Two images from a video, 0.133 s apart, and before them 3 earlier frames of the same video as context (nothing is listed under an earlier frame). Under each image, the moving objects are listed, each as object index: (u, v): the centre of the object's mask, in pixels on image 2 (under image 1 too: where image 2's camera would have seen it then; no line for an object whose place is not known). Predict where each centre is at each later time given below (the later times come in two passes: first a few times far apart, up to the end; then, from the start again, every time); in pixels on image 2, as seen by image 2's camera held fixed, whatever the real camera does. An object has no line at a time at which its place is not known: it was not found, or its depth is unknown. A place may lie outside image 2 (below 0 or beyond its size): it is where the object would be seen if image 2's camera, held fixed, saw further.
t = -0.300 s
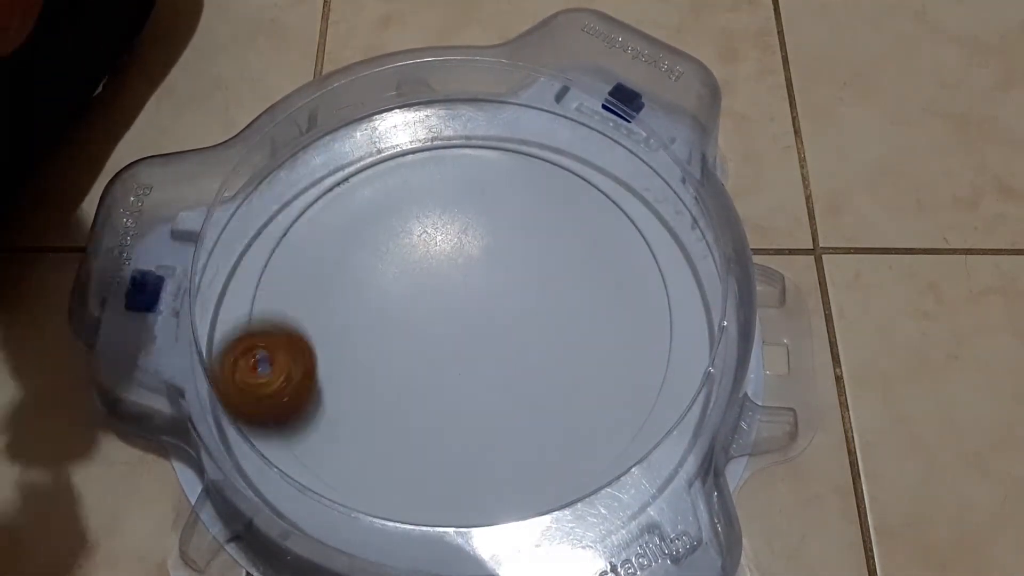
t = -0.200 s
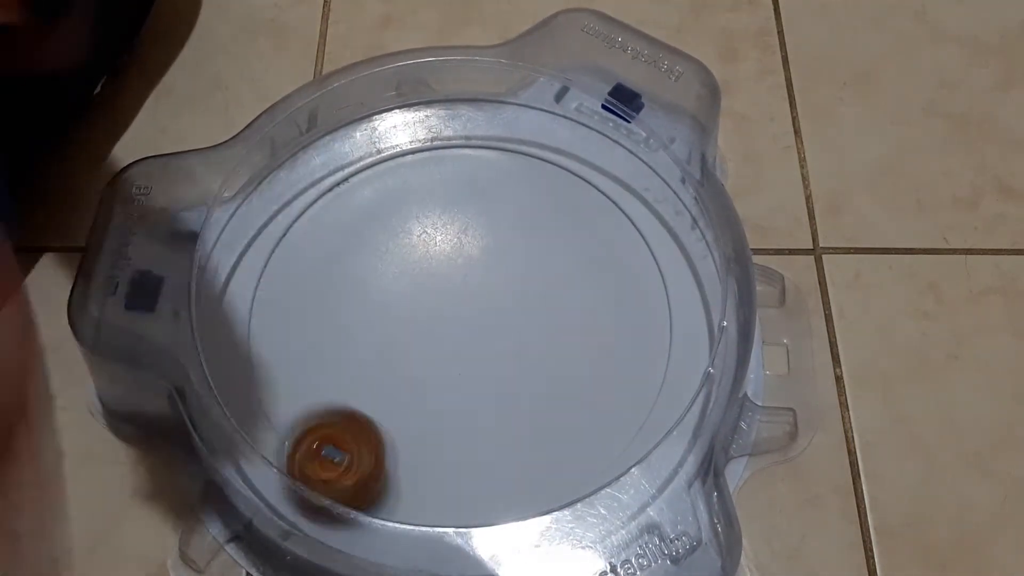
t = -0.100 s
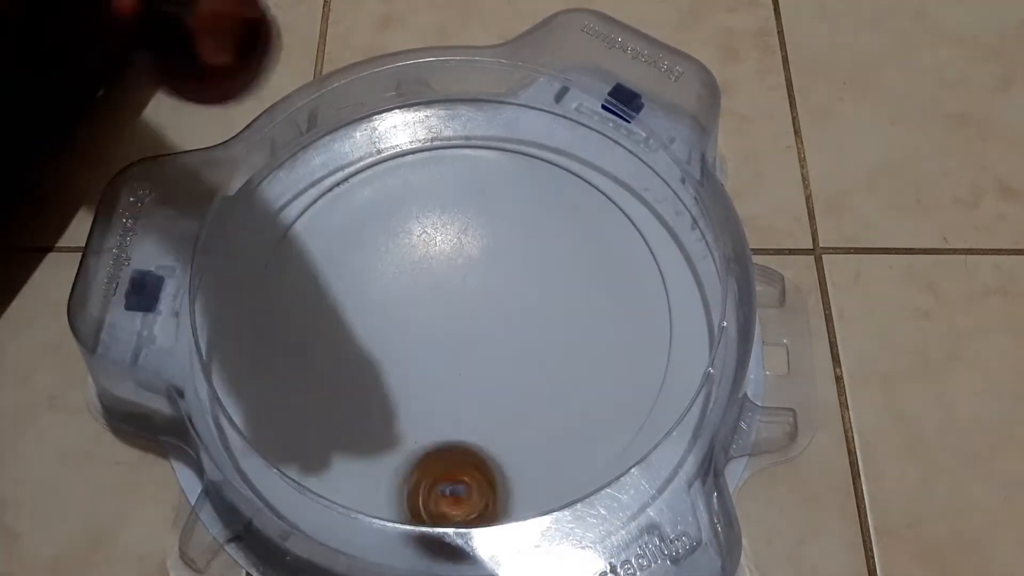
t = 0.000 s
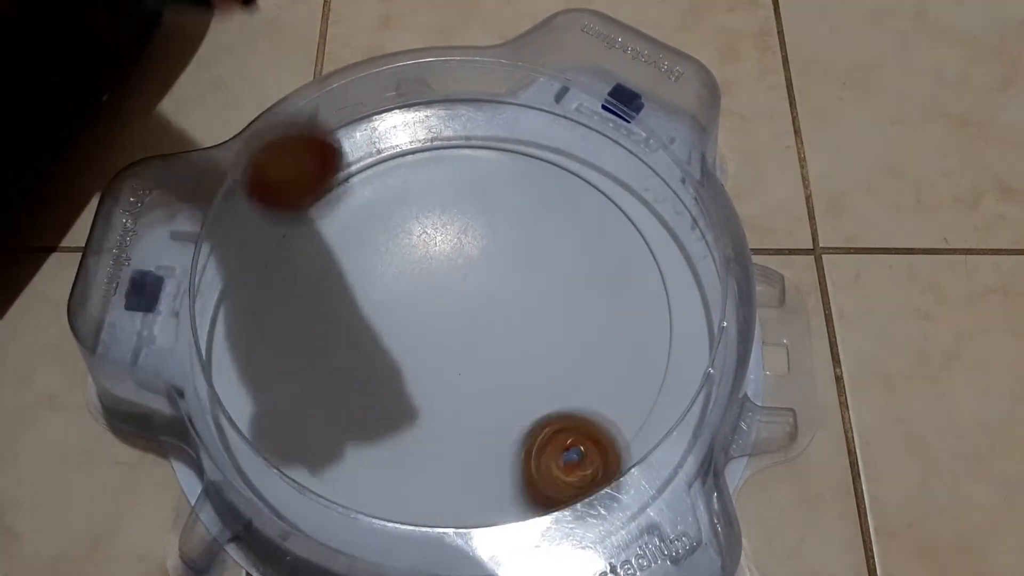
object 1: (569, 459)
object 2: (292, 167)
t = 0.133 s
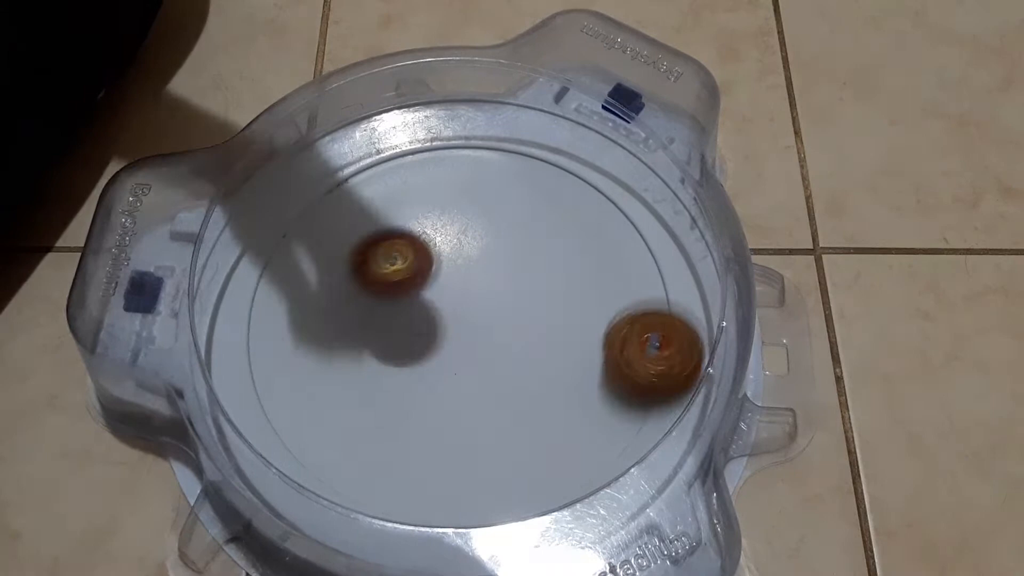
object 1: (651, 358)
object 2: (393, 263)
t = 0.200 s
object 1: (652, 294)
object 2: (450, 300)
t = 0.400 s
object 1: (522, 164)
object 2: (556, 314)
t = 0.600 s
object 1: (328, 202)
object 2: (540, 294)
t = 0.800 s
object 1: (268, 384)
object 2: (476, 271)
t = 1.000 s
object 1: (448, 489)
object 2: (413, 296)
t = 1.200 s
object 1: (636, 397)
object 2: (388, 340)
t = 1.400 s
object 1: (621, 233)
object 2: (407, 382)
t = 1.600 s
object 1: (457, 160)
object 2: (455, 389)
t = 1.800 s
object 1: (288, 247)
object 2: (494, 356)
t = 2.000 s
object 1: (292, 424)
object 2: (497, 316)
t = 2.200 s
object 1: (488, 485)
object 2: (471, 285)
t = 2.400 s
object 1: (645, 378)
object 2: (438, 280)
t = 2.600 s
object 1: (605, 222)
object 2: (418, 299)
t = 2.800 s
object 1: (438, 166)
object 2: (420, 326)
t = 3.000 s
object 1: (288, 258)
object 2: (446, 347)
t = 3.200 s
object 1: (301, 422)
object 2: (478, 351)
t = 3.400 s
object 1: (487, 480)
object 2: (501, 341)
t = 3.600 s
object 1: (628, 370)
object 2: (505, 326)
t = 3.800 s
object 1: (580, 225)
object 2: (492, 315)
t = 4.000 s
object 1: (421, 188)
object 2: (470, 313)
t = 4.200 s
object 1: (296, 285)
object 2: (448, 322)
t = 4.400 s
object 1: (340, 437)
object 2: (434, 337)
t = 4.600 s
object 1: (527, 458)
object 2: (436, 351)
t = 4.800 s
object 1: (622, 324)
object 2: (446, 354)
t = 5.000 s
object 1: (536, 203)
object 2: (460, 346)
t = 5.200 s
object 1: (378, 204)
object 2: (468, 329)
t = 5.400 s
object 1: (288, 326)
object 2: (470, 315)
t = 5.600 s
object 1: (385, 456)
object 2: (468, 306)
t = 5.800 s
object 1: (563, 430)
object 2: (464, 305)
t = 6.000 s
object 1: (615, 289)
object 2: (462, 309)
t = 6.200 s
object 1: (510, 194)
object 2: (461, 317)
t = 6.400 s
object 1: (361, 221)
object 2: (462, 328)
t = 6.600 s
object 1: (306, 357)
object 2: (464, 336)
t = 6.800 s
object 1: (426, 458)
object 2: (464, 340)
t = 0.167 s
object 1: (655, 326)
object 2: (419, 262)
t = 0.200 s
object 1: (652, 294)
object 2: (450, 300)
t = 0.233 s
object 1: (644, 265)
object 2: (475, 304)
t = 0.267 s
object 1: (629, 238)
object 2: (494, 305)
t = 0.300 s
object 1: (609, 213)
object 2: (513, 306)
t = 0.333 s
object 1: (584, 192)
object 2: (531, 310)
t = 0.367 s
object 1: (554, 175)
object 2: (545, 312)
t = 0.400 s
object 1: (522, 164)
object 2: (556, 314)
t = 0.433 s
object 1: (490, 156)
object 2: (562, 315)
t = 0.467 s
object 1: (455, 155)
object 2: (564, 314)
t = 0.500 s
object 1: (421, 160)
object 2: (562, 311)
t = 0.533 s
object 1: (387, 170)
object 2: (556, 307)
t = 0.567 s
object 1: (356, 184)
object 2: (549, 301)
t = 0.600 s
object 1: (328, 202)
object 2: (540, 294)
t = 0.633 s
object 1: (303, 226)
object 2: (531, 287)
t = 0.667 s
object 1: (284, 251)
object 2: (521, 281)
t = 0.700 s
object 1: (271, 282)
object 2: (510, 276)
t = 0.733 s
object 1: (262, 315)
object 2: (499, 273)
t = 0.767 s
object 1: (259, 347)
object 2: (488, 271)
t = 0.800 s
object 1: (268, 384)
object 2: (476, 271)
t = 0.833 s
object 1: (285, 412)
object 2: (464, 272)
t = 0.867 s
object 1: (306, 440)
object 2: (453, 274)
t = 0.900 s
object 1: (335, 465)
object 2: (441, 278)
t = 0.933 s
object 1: (370, 483)
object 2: (431, 283)
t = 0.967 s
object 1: (408, 497)
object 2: (421, 289)
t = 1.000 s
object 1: (448, 489)
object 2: (413, 296)
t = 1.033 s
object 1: (487, 485)
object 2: (405, 303)
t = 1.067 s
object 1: (526, 477)
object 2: (398, 310)
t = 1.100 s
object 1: (560, 463)
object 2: (393, 317)
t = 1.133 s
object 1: (591, 444)
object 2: (390, 324)
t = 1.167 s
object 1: (616, 422)
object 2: (388, 332)
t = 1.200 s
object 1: (636, 397)
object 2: (388, 340)
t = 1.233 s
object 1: (650, 370)
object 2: (388, 348)
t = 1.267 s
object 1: (656, 341)
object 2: (389, 356)
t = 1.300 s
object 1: (655, 312)
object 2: (392, 363)
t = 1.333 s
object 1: (649, 283)
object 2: (396, 371)
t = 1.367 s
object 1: (637, 256)
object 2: (401, 377)
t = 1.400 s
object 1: (621, 233)
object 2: (407, 382)
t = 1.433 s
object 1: (601, 212)
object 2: (414, 386)
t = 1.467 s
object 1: (577, 192)
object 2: (422, 389)
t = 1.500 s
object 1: (551, 179)
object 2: (430, 392)
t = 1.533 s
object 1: (520, 167)
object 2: (438, 392)
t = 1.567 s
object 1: (488, 161)
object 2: (446, 391)
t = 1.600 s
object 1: (457, 160)
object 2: (455, 389)
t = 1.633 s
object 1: (424, 164)
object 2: (464, 385)
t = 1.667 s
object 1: (391, 172)
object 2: (472, 381)
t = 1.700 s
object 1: (361, 185)
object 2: (479, 375)
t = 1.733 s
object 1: (332, 202)
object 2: (485, 369)
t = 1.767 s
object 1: (308, 222)
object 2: (490, 363)
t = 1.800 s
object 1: (288, 247)
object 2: (494, 356)
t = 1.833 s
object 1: (272, 276)
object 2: (497, 349)
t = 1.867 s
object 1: (262, 304)
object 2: (498, 342)
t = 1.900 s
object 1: (259, 335)
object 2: (499, 335)
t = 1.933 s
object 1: (263, 369)
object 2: (499, 329)
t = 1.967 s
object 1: (275, 397)
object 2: (499, 322)
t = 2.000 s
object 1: (292, 424)
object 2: (497, 316)
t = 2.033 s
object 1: (316, 451)
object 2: (494, 309)
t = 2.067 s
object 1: (345, 473)
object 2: (491, 303)
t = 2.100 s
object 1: (379, 487)
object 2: (486, 297)
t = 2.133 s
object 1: (415, 498)
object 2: (482, 293)
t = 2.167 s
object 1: (453, 488)
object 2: (477, 288)
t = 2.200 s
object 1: (488, 485)
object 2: (471, 285)
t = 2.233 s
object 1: (526, 477)
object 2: (465, 282)
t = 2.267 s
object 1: (558, 464)
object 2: (460, 280)
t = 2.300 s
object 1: (586, 447)
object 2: (454, 279)
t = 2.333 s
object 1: (611, 425)
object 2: (448, 279)
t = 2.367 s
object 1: (630, 403)
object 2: (443, 279)
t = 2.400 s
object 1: (645, 378)
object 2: (438, 280)
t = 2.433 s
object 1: (653, 350)
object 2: (433, 283)
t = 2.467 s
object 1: (653, 321)
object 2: (429, 285)
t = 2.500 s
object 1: (648, 292)
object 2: (425, 288)
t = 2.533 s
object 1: (638, 266)
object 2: (422, 292)
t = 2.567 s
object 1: (624, 243)
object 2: (420, 295)
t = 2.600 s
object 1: (605, 222)
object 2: (418, 299)
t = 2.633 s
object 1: (583, 203)
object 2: (416, 303)
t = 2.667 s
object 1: (558, 187)
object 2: (416, 307)
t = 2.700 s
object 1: (531, 175)
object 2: (416, 312)
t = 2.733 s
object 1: (500, 168)
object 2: (416, 316)
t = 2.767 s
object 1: (469, 165)
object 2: (418, 321)
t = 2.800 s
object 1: (438, 166)
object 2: (420, 326)
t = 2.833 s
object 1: (408, 172)
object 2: (424, 330)
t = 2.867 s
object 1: (377, 183)
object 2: (427, 334)
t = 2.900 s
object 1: (350, 196)
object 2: (431, 337)
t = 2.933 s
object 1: (325, 212)
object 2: (436, 341)
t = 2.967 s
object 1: (306, 234)
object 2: (441, 344)
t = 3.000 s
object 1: (288, 258)
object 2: (446, 347)
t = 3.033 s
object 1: (275, 285)
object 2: (451, 349)
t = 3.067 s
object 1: (268, 312)
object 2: (457, 351)
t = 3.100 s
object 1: (268, 343)
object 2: (462, 351)
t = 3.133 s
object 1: (273, 372)
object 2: (468, 352)
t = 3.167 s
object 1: (284, 398)
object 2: (473, 352)
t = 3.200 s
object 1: (301, 422)
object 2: (478, 351)
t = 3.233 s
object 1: (323, 445)
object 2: (483, 350)
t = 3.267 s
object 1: (352, 462)
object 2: (487, 349)
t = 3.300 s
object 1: (383, 474)
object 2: (492, 348)
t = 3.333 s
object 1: (415, 481)
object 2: (495, 346)
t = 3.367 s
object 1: (450, 482)
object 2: (499, 344)
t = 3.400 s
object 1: (487, 480)
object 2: (501, 341)
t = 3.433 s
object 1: (520, 472)
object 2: (504, 339)
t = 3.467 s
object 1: (551, 459)
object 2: (505, 336)
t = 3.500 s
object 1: (577, 442)
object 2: (506, 334)
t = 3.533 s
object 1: (601, 418)
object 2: (506, 331)
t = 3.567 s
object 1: (617, 395)
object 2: (506, 329)
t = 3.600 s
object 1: (628, 370)
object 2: (505, 326)
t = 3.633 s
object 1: (633, 343)
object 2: (504, 324)
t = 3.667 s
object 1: (633, 316)
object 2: (502, 321)
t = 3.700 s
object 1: (626, 290)
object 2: (500, 320)
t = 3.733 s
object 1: (615, 265)
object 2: (497, 318)
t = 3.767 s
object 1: (599, 243)
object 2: (494, 317)
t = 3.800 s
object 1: (580, 225)
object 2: (492, 315)
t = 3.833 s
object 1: (558, 210)
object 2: (488, 314)
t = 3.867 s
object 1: (532, 197)
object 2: (485, 314)
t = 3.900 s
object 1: (506, 188)
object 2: (481, 313)
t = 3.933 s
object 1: (477, 184)
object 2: (478, 312)
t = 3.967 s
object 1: (450, 184)
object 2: (474, 312)
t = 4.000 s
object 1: (421, 188)
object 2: (470, 313)
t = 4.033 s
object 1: (394, 196)
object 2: (466, 314)
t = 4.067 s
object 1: (368, 208)
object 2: (462, 315)
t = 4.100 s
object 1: (345, 223)
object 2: (458, 316)
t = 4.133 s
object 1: (325, 240)
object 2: (455, 318)
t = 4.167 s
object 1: (308, 262)
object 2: (451, 320)
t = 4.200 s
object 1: (296, 285)
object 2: (448, 322)
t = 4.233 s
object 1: (288, 313)
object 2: (445, 324)
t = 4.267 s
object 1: (286, 340)
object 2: (441, 326)
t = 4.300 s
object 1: (291, 367)
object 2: (439, 329)
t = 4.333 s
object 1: (302, 392)
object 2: (437, 332)
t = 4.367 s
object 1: (318, 415)
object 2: (435, 334)
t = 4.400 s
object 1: (340, 437)
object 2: (434, 337)
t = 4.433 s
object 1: (367, 455)
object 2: (433, 340)
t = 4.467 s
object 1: (396, 466)
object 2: (433, 343)
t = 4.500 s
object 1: (428, 472)
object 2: (433, 345)
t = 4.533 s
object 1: (462, 472)
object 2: (434, 348)
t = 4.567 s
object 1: (494, 467)
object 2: (435, 350)
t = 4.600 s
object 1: (527, 458)
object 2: (436, 351)
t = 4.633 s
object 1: (555, 444)
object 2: (437, 352)
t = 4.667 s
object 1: (578, 424)
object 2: (439, 353)
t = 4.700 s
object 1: (598, 401)
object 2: (440, 354)
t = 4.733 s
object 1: (611, 377)
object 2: (442, 354)
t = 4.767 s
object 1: (620, 351)
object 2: (444, 354)
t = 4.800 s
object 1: (622, 324)
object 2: (446, 354)
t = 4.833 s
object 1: (618, 297)
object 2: (448, 353)
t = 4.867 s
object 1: (609, 273)
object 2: (450, 352)
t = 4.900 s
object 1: (596, 252)
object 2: (452, 351)
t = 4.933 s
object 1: (579, 232)
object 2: (455, 349)
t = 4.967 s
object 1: (559, 216)
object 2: (457, 348)
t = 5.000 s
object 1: (536, 203)
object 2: (460, 346)
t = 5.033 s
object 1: (512, 193)
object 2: (461, 343)
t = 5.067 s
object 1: (485, 187)
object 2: (463, 341)
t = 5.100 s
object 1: (458, 186)
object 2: (464, 338)
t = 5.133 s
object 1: (430, 188)
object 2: (466, 335)
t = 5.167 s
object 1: (403, 194)
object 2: (467, 332)
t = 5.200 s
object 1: (378, 204)
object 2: (468, 329)
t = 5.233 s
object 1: (356, 217)
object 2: (469, 327)
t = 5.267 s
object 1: (335, 233)
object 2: (469, 324)
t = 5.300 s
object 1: (317, 253)
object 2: (469, 322)
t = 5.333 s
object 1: (302, 275)
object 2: (470, 319)
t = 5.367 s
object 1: (292, 300)
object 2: (470, 317)
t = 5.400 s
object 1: (288, 326)
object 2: (470, 315)
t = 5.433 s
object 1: (291, 352)
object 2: (469, 312)
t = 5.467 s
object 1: (299, 378)
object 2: (469, 311)
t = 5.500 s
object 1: (313, 401)
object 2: (469, 309)
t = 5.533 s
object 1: (333, 423)
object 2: (469, 308)
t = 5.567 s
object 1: (357, 443)
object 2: (468, 307)
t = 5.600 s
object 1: (385, 456)
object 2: (468, 306)
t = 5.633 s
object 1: (414, 465)
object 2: (467, 306)
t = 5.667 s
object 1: (446, 467)
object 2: (467, 305)
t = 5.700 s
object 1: (478, 466)
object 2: (466, 305)
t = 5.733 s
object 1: (510, 457)
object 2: (465, 305)
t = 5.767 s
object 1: (538, 445)
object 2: (465, 305)
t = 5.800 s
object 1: (563, 430)
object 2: (464, 305)
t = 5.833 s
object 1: (586, 408)
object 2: (464, 306)
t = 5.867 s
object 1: (603, 385)
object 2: (463, 306)
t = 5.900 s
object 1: (614, 362)
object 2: (463, 307)
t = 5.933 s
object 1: (619, 337)
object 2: (463, 308)
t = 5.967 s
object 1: (620, 313)
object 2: (462, 308)
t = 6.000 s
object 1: (615, 289)
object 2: (462, 309)
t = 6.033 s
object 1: (605, 267)
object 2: (462, 310)
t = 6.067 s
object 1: (592, 248)
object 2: (462, 311)
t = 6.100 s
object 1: (576, 230)
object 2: (462, 313)
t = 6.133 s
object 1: (556, 215)
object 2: (461, 314)
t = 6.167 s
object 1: (534, 203)
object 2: (462, 316)
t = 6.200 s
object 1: (510, 194)
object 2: (461, 317)
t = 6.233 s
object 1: (485, 190)
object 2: (462, 319)
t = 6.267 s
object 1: (459, 189)
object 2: (462, 321)
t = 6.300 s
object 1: (432, 191)
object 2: (462, 323)
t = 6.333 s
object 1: (407, 197)
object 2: (462, 325)
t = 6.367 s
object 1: (383, 207)
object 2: (462, 326)
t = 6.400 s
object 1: (361, 221)
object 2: (462, 328)
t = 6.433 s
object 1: (342, 239)
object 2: (462, 330)
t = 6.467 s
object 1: (326, 258)
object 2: (463, 331)
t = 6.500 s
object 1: (313, 279)
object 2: (463, 333)
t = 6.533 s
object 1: (305, 304)
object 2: (463, 334)
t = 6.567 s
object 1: (303, 331)
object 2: (464, 335)
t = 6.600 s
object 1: (306, 357)
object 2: (464, 336)
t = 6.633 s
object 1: (316, 380)
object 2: (464, 337)
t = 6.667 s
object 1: (330, 404)
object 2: (465, 338)
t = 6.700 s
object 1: (348, 423)
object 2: (465, 338)
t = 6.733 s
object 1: (371, 441)
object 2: (465, 339)
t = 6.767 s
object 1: (397, 452)
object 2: (464, 340)
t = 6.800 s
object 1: (426, 458)
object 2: (464, 340)
